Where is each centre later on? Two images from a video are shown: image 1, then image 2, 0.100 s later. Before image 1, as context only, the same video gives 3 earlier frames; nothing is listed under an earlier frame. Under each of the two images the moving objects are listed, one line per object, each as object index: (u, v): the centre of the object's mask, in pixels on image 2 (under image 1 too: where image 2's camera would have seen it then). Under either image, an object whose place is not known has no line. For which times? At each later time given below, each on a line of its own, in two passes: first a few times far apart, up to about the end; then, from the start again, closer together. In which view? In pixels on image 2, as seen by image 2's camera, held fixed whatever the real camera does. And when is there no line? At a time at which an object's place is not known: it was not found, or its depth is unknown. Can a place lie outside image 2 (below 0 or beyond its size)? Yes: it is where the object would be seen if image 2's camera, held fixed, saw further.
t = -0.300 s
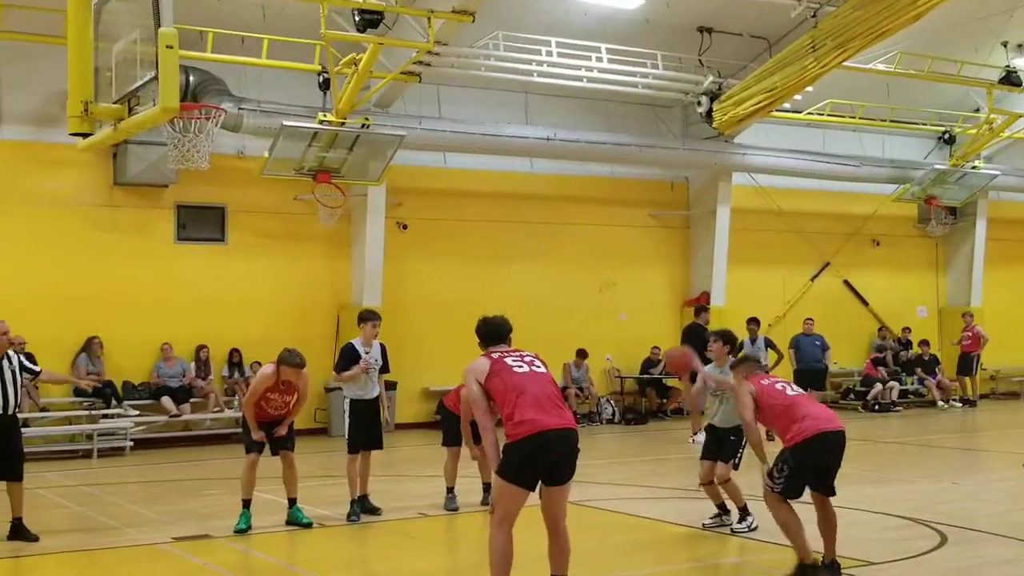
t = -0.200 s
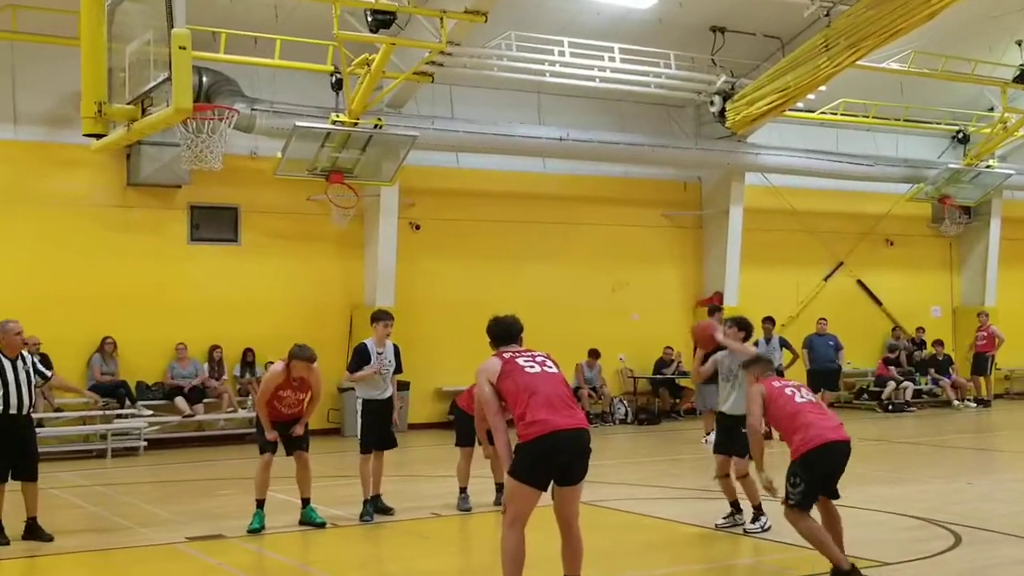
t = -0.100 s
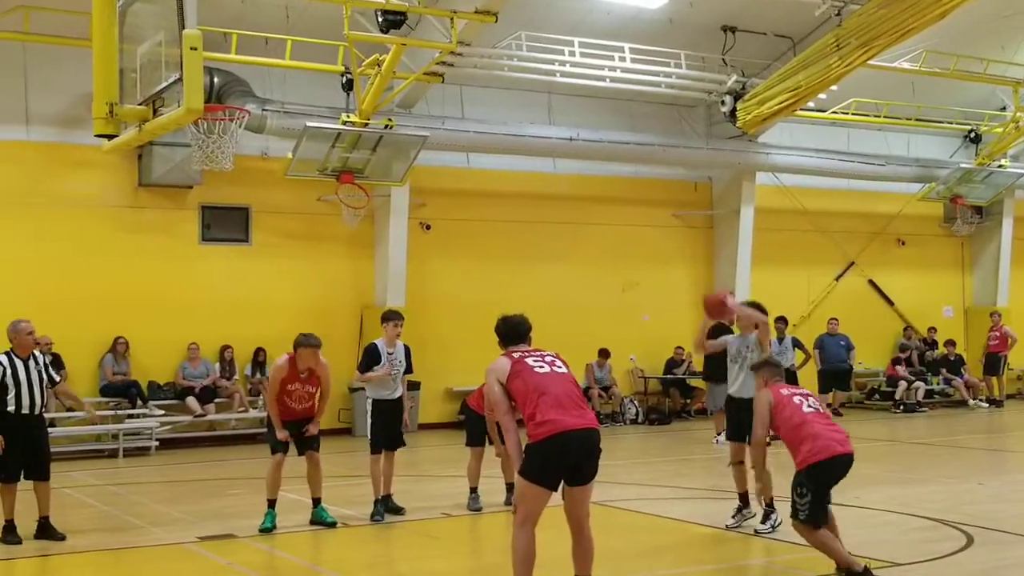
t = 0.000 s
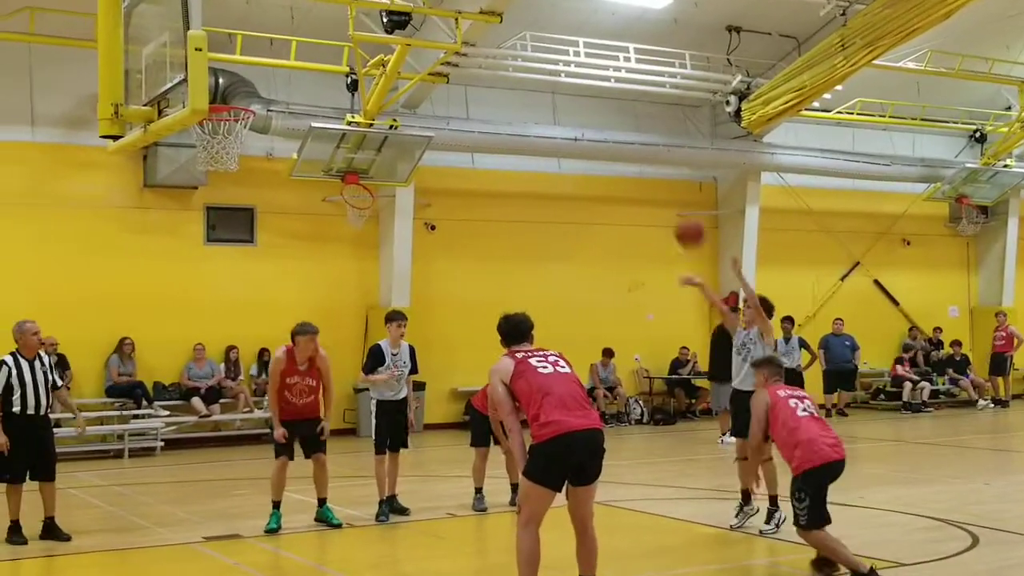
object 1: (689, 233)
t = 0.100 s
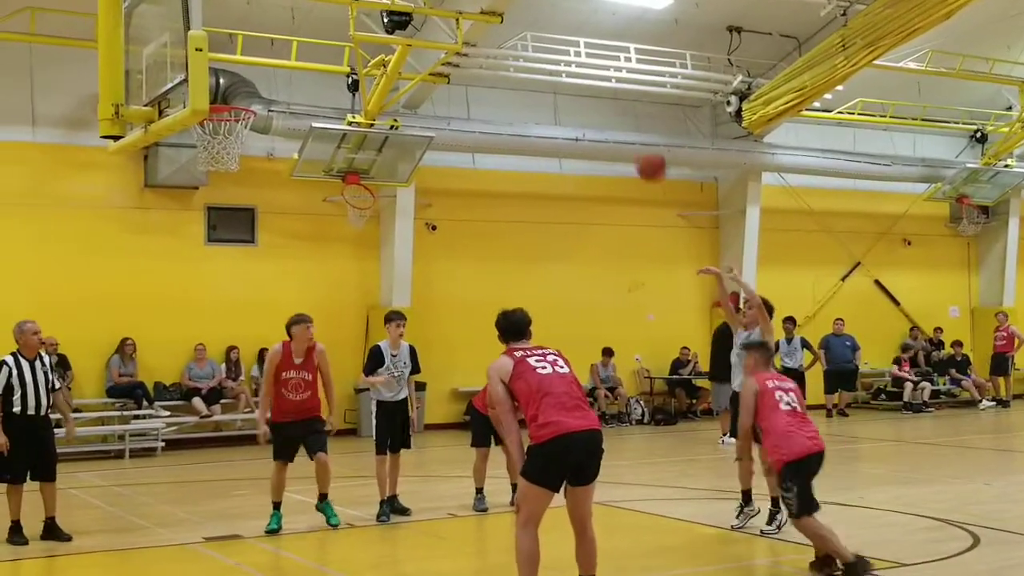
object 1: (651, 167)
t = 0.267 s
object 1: (584, 78)
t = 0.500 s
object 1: (484, 10)
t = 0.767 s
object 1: (363, 12)
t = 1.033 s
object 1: (239, 93)
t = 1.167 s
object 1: (213, 87)
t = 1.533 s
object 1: (237, 132)
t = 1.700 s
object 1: (241, 142)
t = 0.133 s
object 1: (638, 147)
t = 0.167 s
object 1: (624, 128)
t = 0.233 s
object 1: (598, 94)
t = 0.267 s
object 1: (584, 78)
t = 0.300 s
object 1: (570, 64)
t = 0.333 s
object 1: (556, 51)
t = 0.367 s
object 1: (542, 39)
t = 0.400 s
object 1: (527, 29)
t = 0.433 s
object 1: (514, 21)
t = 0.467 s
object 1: (499, 13)
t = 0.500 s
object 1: (484, 10)
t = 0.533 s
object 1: (468, 8)
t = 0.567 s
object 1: (455, 7)
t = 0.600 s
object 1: (440, 5)
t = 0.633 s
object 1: (425, 5)
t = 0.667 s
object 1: (410, 5)
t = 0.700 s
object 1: (393, 7)
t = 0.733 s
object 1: (379, 9)
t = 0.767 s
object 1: (363, 12)
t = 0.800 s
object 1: (348, 19)
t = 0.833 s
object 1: (332, 28)
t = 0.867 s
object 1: (316, 40)
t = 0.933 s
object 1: (282, 68)
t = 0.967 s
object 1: (265, 84)
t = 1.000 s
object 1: (251, 98)
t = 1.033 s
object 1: (239, 93)
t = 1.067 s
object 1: (229, 89)
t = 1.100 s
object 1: (222, 88)
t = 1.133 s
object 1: (217, 86)
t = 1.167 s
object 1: (213, 87)
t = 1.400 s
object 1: (215, 98)
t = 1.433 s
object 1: (217, 115)
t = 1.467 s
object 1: (222, 121)
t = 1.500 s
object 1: (229, 127)
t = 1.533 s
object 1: (237, 132)
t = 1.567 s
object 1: (239, 137)
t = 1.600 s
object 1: (243, 140)
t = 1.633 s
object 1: (242, 140)
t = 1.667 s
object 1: (242, 141)
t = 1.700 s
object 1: (241, 142)
